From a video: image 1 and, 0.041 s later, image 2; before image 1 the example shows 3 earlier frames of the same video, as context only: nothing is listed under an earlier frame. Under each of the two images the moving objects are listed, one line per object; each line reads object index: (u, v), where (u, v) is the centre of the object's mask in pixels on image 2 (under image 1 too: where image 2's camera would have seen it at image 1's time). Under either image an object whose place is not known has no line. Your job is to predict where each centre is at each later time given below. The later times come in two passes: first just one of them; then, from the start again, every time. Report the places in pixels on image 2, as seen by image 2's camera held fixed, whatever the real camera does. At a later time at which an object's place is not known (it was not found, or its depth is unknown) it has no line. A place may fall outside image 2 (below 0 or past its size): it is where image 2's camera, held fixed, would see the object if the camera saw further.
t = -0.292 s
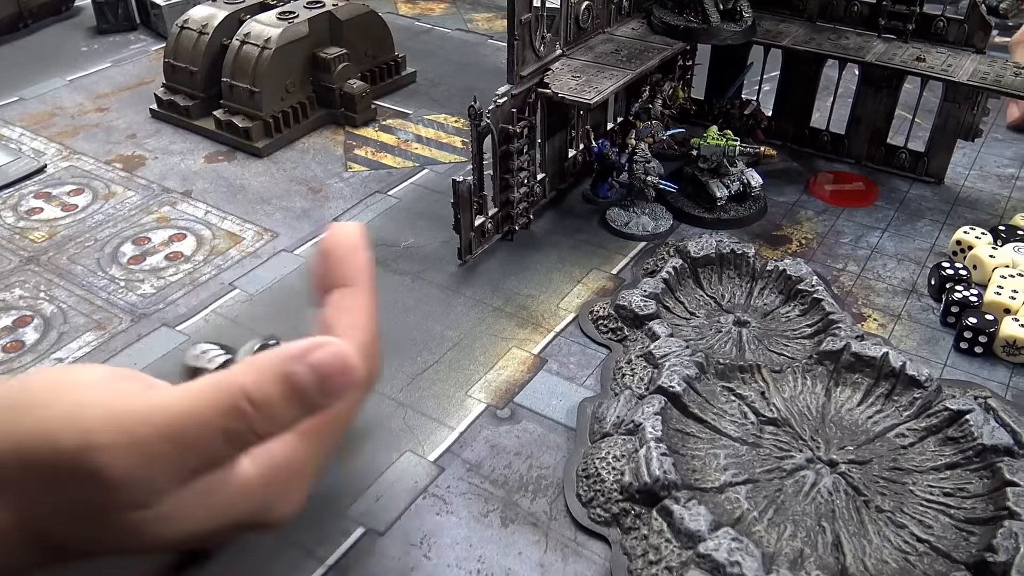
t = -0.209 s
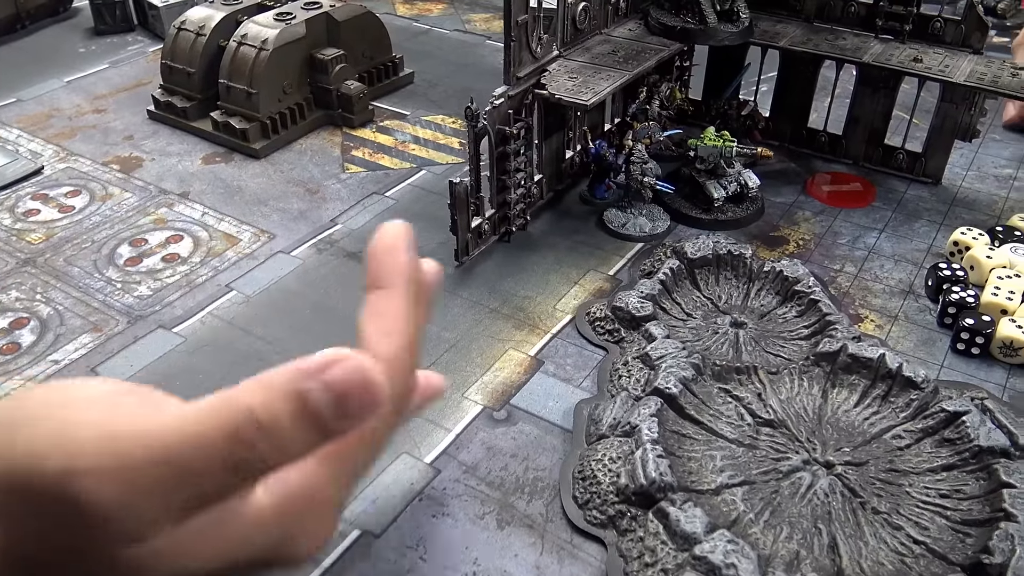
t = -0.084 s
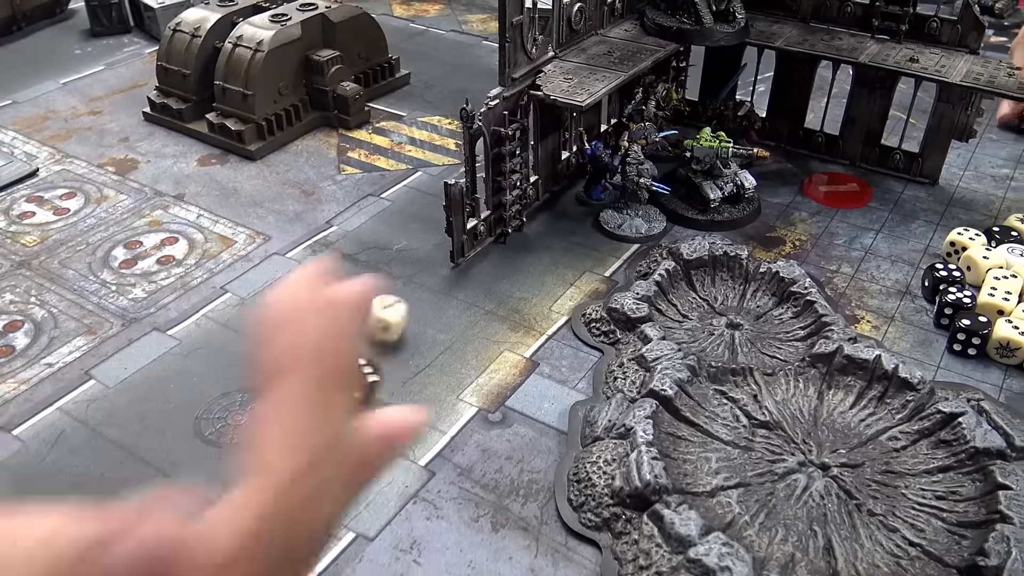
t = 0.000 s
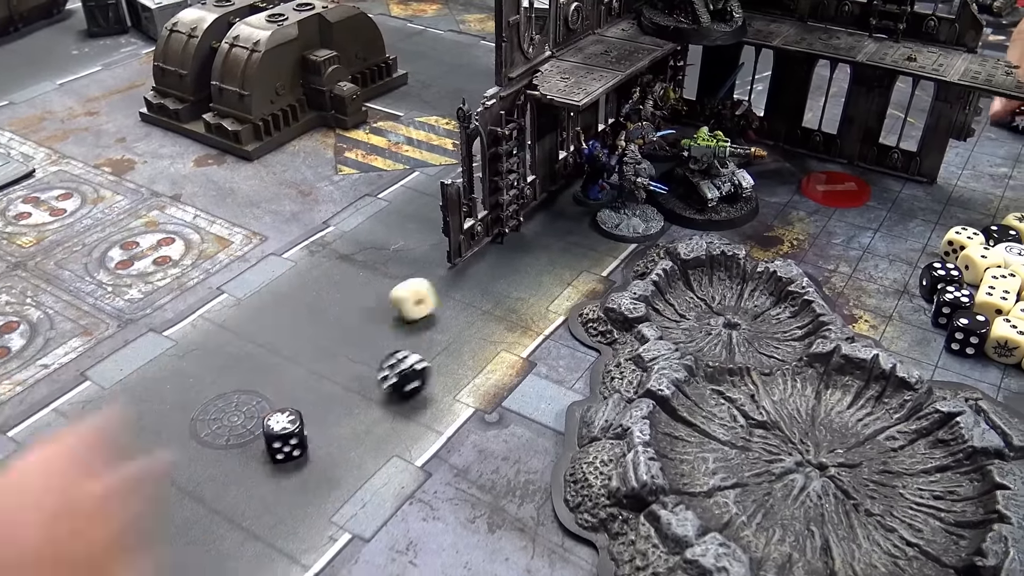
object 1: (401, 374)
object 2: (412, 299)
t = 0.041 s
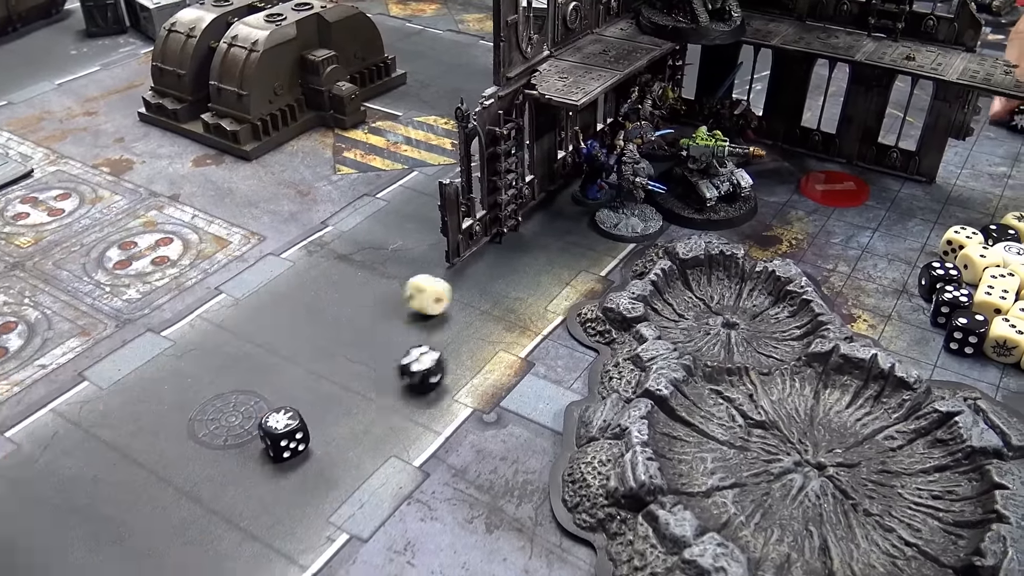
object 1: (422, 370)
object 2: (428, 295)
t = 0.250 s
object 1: (454, 332)
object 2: (488, 293)
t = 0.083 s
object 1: (434, 359)
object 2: (440, 294)
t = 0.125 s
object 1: (444, 350)
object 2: (453, 293)
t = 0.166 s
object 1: (449, 344)
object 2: (465, 292)
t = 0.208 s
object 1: (452, 339)
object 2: (476, 292)
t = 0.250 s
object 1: (454, 332)
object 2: (488, 293)
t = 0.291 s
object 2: (500, 291)
